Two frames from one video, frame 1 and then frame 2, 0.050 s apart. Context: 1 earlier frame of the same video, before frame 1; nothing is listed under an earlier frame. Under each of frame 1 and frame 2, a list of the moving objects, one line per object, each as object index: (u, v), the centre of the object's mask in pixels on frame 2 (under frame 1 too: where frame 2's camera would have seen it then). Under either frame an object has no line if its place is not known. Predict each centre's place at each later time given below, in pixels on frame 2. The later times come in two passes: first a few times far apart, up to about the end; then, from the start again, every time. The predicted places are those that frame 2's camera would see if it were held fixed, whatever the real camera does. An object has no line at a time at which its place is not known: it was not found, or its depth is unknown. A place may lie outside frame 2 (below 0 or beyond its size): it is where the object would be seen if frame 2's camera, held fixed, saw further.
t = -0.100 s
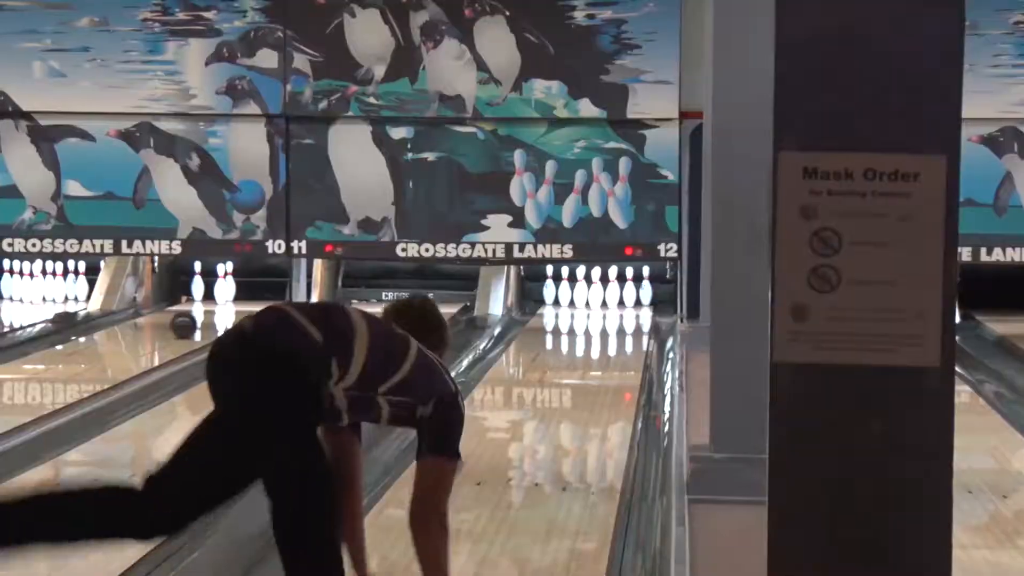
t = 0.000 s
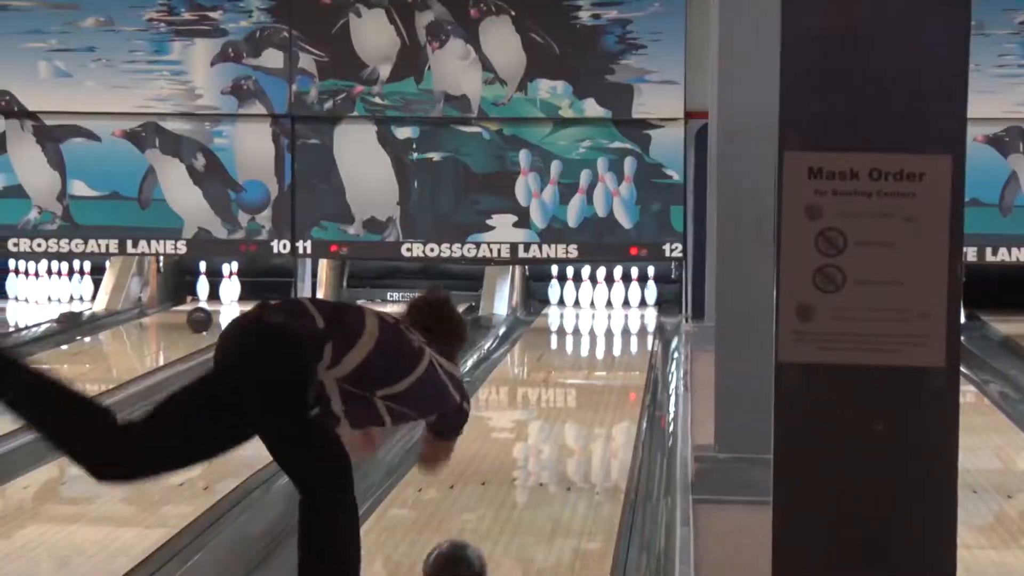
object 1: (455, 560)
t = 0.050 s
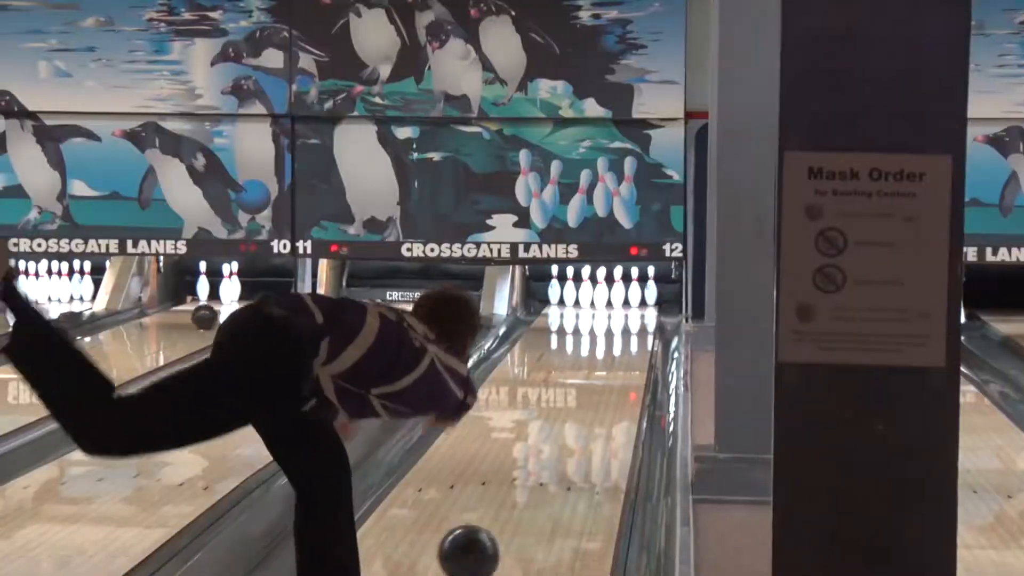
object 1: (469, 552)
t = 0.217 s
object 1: (506, 516)
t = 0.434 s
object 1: (541, 460)
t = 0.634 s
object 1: (565, 422)
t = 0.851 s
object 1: (584, 389)
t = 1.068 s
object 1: (599, 363)
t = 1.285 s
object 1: (609, 342)
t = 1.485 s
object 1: (614, 326)
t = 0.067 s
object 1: (473, 549)
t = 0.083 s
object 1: (477, 548)
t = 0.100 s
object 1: (481, 546)
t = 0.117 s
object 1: (485, 545)
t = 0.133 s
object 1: (489, 544)
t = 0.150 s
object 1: (492, 538)
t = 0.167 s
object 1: (496, 532)
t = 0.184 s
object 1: (499, 526)
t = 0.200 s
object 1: (503, 521)
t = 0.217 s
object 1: (506, 516)
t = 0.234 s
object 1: (509, 511)
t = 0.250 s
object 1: (513, 506)
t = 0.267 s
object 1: (515, 501)
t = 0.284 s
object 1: (518, 496)
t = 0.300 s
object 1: (521, 492)
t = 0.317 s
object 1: (524, 487)
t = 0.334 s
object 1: (527, 483)
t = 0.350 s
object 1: (529, 479)
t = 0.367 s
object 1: (532, 475)
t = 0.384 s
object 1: (534, 471)
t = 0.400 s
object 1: (537, 467)
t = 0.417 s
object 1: (539, 463)
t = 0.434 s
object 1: (541, 460)
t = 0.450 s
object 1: (543, 456)
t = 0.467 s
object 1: (546, 453)
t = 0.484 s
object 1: (548, 450)
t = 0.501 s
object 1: (550, 446)
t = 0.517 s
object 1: (552, 444)
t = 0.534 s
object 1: (554, 440)
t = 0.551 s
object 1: (556, 438)
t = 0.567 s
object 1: (558, 434)
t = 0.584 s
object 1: (559, 431)
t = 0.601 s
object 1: (561, 428)
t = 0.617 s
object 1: (563, 425)
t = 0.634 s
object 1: (565, 422)
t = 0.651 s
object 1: (566, 419)
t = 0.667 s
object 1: (568, 416)
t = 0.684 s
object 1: (570, 413)
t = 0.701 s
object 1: (571, 411)
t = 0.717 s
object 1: (573, 408)
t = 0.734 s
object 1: (575, 406)
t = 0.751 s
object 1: (576, 403)
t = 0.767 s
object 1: (577, 400)
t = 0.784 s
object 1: (579, 398)
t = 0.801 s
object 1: (580, 395)
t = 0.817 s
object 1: (581, 393)
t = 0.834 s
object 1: (583, 391)
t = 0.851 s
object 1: (584, 389)
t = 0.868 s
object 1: (586, 387)
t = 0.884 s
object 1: (587, 384)
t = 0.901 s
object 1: (588, 382)
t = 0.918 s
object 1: (589, 380)
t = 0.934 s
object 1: (590, 378)
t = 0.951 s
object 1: (591, 376)
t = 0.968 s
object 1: (592, 374)
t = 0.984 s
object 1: (594, 372)
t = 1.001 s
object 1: (594, 370)
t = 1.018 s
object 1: (596, 368)
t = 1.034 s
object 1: (596, 366)
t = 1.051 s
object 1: (598, 364)
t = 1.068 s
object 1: (599, 363)
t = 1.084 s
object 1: (599, 361)
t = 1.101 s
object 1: (600, 359)
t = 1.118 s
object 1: (601, 357)
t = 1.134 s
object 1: (602, 355)
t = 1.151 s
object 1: (603, 354)
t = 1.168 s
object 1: (604, 352)
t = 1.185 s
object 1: (605, 350)
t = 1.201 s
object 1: (605, 349)
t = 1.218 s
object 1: (606, 347)
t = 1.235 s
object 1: (607, 346)
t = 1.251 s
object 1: (608, 344)
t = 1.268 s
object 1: (608, 343)
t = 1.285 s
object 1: (609, 342)
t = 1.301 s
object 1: (609, 340)
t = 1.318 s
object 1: (610, 339)
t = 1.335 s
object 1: (611, 337)
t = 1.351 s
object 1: (611, 336)
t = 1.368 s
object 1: (612, 335)
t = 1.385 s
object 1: (612, 333)
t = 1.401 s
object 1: (612, 332)
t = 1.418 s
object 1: (613, 331)
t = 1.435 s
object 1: (613, 330)
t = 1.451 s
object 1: (613, 328)
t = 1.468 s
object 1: (614, 327)
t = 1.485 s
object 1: (614, 326)
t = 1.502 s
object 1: (614, 324)
